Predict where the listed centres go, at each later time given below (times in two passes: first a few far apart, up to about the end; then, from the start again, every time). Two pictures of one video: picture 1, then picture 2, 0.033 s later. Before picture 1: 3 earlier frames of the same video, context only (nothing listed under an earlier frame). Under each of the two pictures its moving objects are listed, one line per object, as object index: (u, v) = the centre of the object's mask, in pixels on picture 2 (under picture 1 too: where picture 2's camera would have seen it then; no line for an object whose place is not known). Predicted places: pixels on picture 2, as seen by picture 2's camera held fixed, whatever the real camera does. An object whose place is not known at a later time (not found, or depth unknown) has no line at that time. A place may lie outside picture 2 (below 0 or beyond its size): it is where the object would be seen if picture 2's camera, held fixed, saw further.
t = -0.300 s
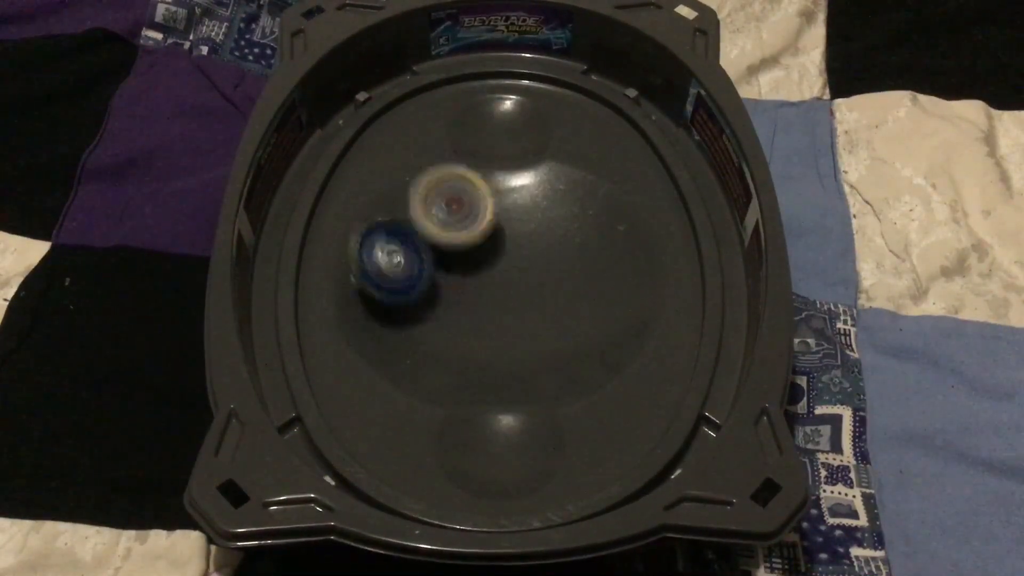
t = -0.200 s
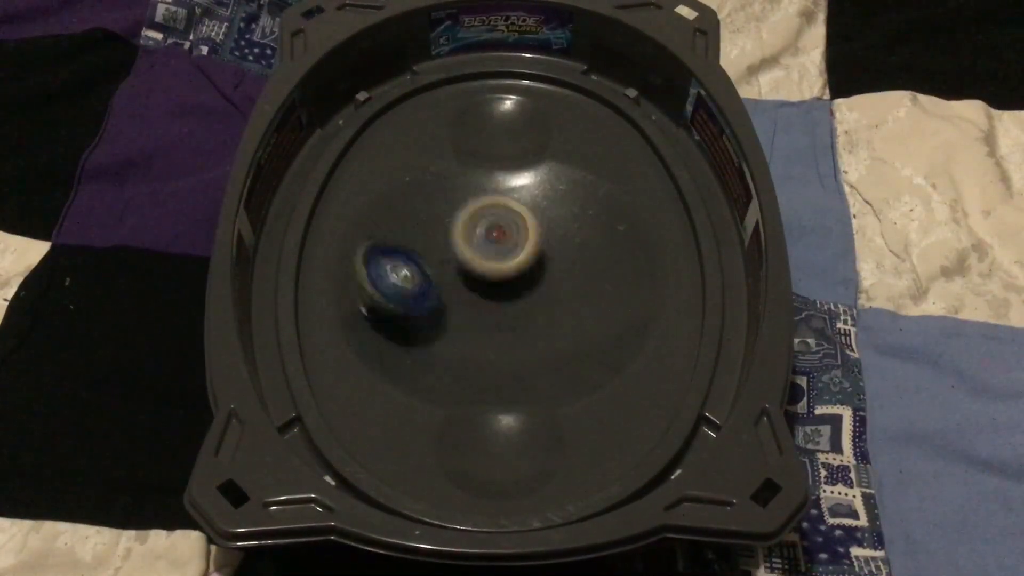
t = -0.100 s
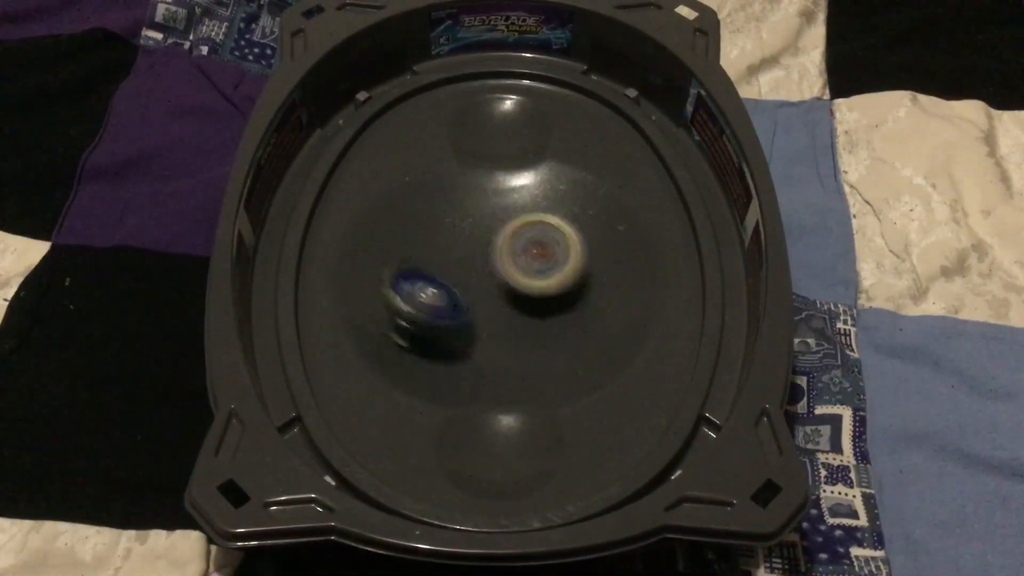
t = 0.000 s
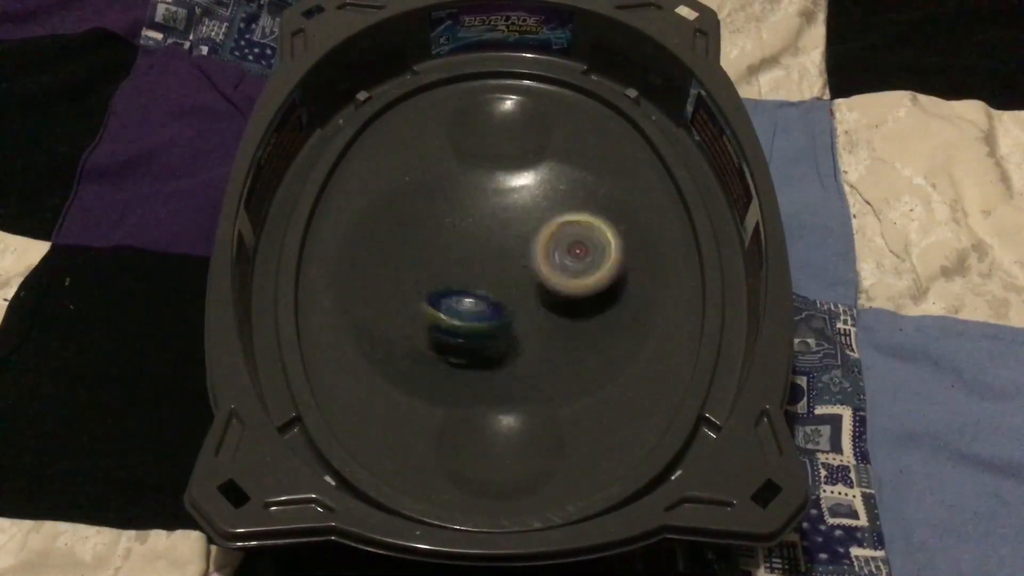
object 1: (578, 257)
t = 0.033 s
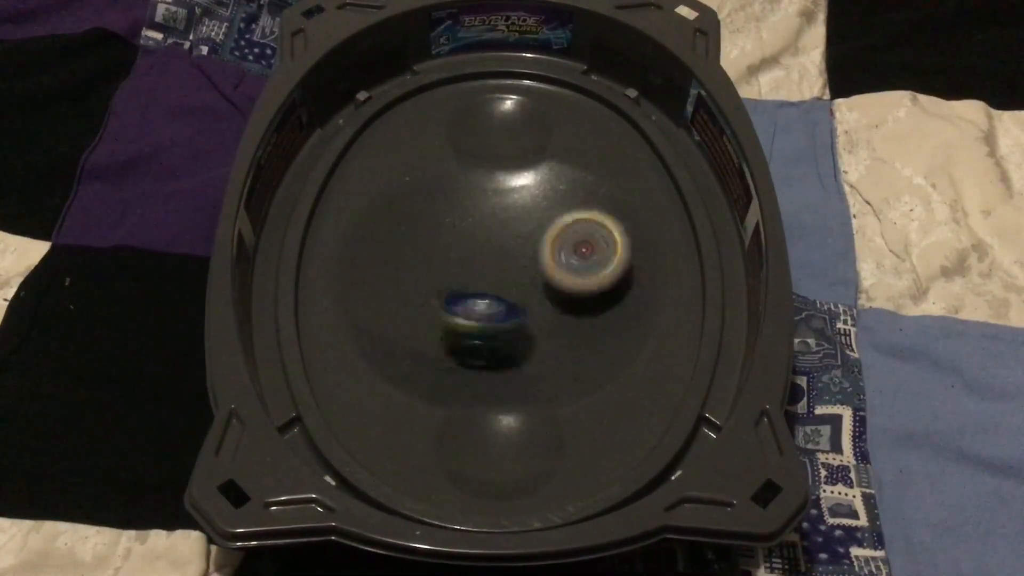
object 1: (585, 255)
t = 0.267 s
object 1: (584, 181)
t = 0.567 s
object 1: (467, 201)
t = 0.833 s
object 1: (453, 247)
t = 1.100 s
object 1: (553, 238)
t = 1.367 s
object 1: (524, 149)
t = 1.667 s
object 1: (505, 112)
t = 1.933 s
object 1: (503, 117)
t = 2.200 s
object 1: (490, 120)
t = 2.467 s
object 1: (492, 96)
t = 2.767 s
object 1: (516, 141)
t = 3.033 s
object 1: (496, 213)
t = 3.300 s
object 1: (544, 233)
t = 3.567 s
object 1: (579, 265)
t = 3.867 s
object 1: (552, 253)
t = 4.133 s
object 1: (501, 286)
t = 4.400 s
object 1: (485, 286)
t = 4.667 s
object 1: (461, 245)
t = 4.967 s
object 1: (479, 227)
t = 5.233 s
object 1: (526, 235)
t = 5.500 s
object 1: (517, 270)
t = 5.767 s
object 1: (504, 271)
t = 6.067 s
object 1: (483, 275)
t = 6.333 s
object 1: (478, 281)
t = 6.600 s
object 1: (487, 254)
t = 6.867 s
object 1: (511, 258)
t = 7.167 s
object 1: (523, 252)
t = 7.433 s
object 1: (513, 244)
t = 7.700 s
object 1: (513, 247)
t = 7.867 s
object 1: (513, 245)
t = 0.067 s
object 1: (589, 248)
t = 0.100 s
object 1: (589, 246)
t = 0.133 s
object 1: (584, 241)
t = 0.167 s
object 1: (582, 233)
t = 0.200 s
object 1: (587, 214)
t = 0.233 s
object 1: (588, 195)
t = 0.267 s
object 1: (584, 181)
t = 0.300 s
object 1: (576, 173)
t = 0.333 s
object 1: (562, 170)
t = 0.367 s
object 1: (545, 168)
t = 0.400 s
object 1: (528, 173)
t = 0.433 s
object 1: (510, 182)
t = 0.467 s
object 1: (494, 192)
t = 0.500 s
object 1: (483, 193)
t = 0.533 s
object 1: (475, 195)
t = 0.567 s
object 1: (467, 201)
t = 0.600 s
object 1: (462, 209)
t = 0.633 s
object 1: (459, 218)
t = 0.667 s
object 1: (458, 218)
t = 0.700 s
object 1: (452, 217)
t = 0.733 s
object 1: (448, 221)
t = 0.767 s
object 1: (447, 228)
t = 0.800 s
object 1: (447, 236)
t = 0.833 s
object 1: (453, 247)
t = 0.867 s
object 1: (461, 254)
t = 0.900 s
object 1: (473, 262)
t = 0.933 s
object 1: (486, 266)
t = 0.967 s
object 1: (500, 267)
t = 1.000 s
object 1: (514, 264)
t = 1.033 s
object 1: (530, 258)
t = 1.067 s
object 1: (543, 251)
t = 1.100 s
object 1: (553, 238)
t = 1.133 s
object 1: (558, 227)
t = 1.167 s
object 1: (557, 216)
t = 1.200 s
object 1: (553, 204)
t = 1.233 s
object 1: (544, 196)
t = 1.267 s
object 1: (542, 183)
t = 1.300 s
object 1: (539, 166)
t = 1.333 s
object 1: (533, 157)
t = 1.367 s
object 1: (524, 149)
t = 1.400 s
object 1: (517, 143)
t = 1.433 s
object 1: (510, 136)
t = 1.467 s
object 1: (504, 132)
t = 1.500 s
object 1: (499, 125)
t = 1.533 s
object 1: (497, 117)
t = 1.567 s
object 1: (497, 113)
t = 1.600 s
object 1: (499, 111)
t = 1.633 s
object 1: (502, 111)
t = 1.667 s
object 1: (505, 112)
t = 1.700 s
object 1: (507, 111)
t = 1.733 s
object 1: (507, 111)
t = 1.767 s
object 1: (508, 112)
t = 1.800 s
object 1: (507, 112)
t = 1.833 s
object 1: (505, 113)
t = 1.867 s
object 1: (504, 114)
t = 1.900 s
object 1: (503, 116)
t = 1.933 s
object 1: (503, 117)
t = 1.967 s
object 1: (504, 118)
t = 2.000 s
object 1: (507, 118)
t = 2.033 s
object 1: (508, 117)
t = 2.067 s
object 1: (507, 115)
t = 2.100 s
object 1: (502, 114)
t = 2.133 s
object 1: (496, 115)
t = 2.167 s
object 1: (491, 116)
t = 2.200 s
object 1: (490, 120)
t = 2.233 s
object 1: (493, 124)
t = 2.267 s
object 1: (499, 126)
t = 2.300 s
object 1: (507, 124)
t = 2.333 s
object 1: (512, 119)
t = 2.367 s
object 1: (514, 112)
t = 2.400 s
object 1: (510, 105)
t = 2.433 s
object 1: (502, 97)
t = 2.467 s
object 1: (492, 96)
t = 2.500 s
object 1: (481, 95)
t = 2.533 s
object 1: (472, 101)
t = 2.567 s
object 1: (468, 109)
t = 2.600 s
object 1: (471, 120)
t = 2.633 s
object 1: (482, 128)
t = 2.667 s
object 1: (494, 135)
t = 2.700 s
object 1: (504, 138)
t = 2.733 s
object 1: (512, 138)
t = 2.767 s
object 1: (516, 141)
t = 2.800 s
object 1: (517, 146)
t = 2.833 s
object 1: (514, 152)
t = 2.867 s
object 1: (511, 164)
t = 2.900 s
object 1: (505, 179)
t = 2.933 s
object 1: (500, 194)
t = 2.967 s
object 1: (495, 208)
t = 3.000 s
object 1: (493, 216)
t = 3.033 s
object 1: (496, 213)
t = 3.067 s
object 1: (503, 213)
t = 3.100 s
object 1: (511, 215)
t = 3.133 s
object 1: (519, 216)
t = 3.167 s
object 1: (525, 219)
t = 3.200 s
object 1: (531, 223)
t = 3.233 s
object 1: (537, 226)
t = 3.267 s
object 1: (541, 230)
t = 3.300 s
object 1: (544, 233)
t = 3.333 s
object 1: (546, 240)
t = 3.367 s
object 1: (549, 244)
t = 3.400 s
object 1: (549, 250)
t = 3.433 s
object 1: (549, 254)
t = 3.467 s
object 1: (551, 259)
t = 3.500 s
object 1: (558, 262)
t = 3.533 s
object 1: (570, 265)
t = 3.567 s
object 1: (579, 265)
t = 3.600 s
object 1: (587, 263)
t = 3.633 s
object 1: (593, 259)
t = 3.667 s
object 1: (596, 255)
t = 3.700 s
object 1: (598, 255)
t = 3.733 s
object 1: (592, 252)
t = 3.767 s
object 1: (587, 253)
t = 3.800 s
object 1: (578, 250)
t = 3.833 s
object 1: (565, 252)
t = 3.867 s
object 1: (552, 253)
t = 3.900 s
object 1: (537, 254)
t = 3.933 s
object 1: (526, 254)
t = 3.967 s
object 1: (515, 254)
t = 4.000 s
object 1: (509, 257)
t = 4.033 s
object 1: (508, 265)
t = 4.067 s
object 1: (510, 275)
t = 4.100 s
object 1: (506, 282)
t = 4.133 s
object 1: (501, 286)
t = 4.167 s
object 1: (499, 290)
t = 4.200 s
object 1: (494, 293)
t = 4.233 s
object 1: (492, 295)
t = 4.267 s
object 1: (490, 295)
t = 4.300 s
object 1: (489, 295)
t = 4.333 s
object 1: (488, 293)
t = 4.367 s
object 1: (486, 291)
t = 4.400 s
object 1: (485, 286)
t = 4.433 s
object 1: (484, 285)
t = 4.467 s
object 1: (480, 279)
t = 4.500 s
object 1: (475, 271)
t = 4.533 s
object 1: (471, 266)
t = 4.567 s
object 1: (470, 262)
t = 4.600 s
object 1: (465, 259)
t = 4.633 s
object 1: (463, 251)
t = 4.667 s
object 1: (461, 245)
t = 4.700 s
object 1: (460, 241)
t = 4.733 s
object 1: (459, 236)
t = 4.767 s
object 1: (460, 231)
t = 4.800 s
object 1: (460, 229)
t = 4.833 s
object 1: (464, 227)
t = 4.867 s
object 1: (464, 226)
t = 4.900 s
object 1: (471, 227)
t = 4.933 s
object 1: (473, 228)
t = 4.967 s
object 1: (479, 227)
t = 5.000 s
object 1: (487, 228)
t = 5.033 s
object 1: (499, 226)
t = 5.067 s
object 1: (506, 227)
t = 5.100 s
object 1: (510, 229)
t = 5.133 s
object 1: (511, 229)
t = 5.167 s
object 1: (515, 228)
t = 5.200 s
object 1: (521, 231)
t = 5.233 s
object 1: (526, 235)
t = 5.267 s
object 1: (529, 240)
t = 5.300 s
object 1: (530, 243)
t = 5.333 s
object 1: (531, 248)
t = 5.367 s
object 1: (530, 251)
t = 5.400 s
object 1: (528, 257)
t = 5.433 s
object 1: (524, 261)
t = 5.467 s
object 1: (521, 265)
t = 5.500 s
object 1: (517, 270)
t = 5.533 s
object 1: (517, 271)
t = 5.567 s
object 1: (518, 274)
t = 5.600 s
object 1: (514, 276)
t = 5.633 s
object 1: (509, 275)
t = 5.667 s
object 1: (504, 276)
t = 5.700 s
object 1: (502, 274)
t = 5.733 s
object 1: (503, 271)
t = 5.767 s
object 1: (504, 271)
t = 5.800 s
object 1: (506, 271)
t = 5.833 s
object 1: (508, 272)
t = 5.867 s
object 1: (508, 272)
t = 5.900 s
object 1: (504, 276)
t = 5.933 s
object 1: (498, 281)
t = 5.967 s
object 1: (492, 278)
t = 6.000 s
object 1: (488, 276)
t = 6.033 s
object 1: (485, 274)
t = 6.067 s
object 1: (483, 275)
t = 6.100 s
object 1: (480, 281)
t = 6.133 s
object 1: (479, 282)
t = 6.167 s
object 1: (476, 285)
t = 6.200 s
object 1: (476, 285)
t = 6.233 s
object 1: (474, 285)
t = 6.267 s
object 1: (475, 284)
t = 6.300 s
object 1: (475, 282)
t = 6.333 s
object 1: (478, 281)
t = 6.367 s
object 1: (479, 278)
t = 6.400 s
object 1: (480, 277)
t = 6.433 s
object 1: (477, 274)
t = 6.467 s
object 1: (476, 270)
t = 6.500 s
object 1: (476, 267)
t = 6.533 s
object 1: (477, 264)
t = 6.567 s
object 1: (481, 257)
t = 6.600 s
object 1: (487, 254)
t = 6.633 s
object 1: (493, 250)
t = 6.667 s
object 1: (501, 250)
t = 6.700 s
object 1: (508, 251)
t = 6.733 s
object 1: (511, 253)
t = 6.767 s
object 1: (512, 255)
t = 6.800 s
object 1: (512, 256)
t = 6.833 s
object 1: (511, 257)
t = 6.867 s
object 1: (511, 258)
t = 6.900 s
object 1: (511, 260)
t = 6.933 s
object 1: (511, 260)
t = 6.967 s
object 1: (512, 260)
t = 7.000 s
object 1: (514, 254)
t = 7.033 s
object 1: (516, 255)
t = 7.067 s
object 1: (517, 253)
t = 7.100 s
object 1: (518, 252)
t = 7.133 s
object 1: (521, 252)
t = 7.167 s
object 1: (523, 252)
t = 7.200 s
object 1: (522, 250)
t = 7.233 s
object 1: (520, 250)
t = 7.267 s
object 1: (516, 250)
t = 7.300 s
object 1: (512, 251)
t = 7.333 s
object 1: (510, 251)
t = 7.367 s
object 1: (510, 249)
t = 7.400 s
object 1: (512, 246)
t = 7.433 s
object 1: (513, 244)
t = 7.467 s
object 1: (513, 243)
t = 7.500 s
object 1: (513, 245)
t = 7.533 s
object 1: (513, 246)
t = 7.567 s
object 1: (514, 246)
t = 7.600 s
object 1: (514, 246)
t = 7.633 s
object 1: (513, 245)
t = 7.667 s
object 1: (513, 247)
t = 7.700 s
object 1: (513, 247)
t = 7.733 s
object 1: (513, 247)
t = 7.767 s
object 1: (512, 246)
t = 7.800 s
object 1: (513, 246)
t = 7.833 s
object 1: (513, 246)
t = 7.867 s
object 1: (513, 245)
